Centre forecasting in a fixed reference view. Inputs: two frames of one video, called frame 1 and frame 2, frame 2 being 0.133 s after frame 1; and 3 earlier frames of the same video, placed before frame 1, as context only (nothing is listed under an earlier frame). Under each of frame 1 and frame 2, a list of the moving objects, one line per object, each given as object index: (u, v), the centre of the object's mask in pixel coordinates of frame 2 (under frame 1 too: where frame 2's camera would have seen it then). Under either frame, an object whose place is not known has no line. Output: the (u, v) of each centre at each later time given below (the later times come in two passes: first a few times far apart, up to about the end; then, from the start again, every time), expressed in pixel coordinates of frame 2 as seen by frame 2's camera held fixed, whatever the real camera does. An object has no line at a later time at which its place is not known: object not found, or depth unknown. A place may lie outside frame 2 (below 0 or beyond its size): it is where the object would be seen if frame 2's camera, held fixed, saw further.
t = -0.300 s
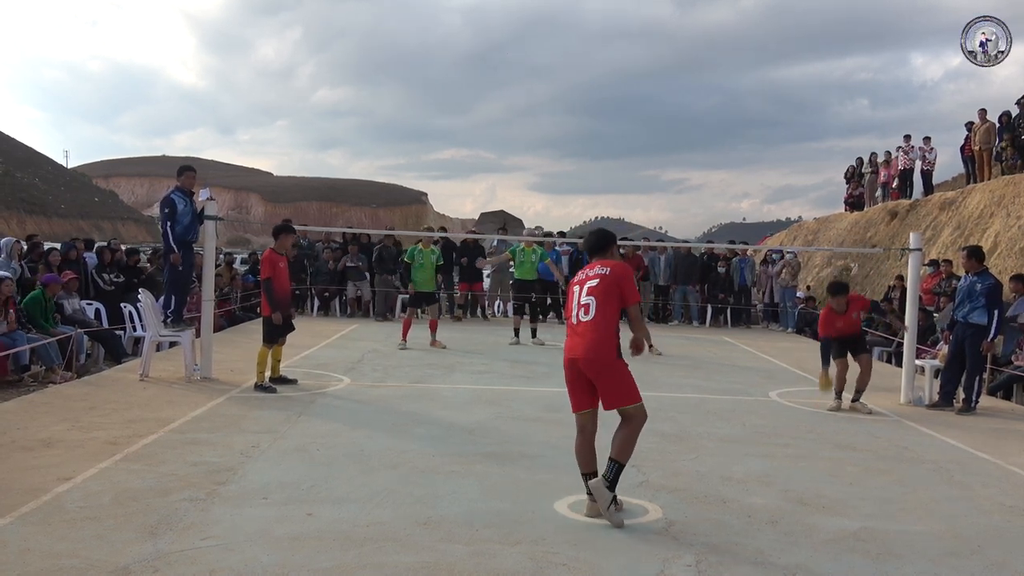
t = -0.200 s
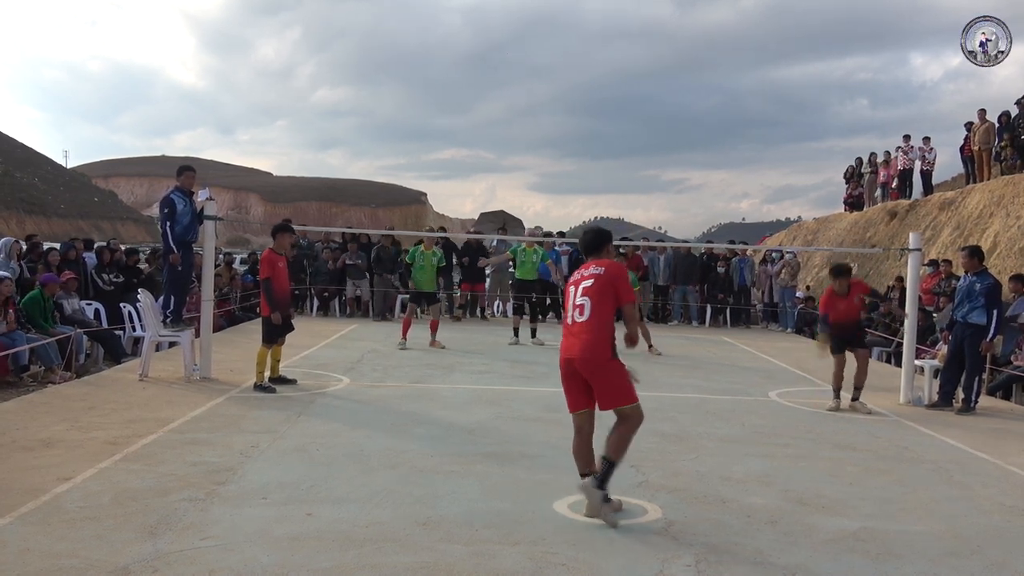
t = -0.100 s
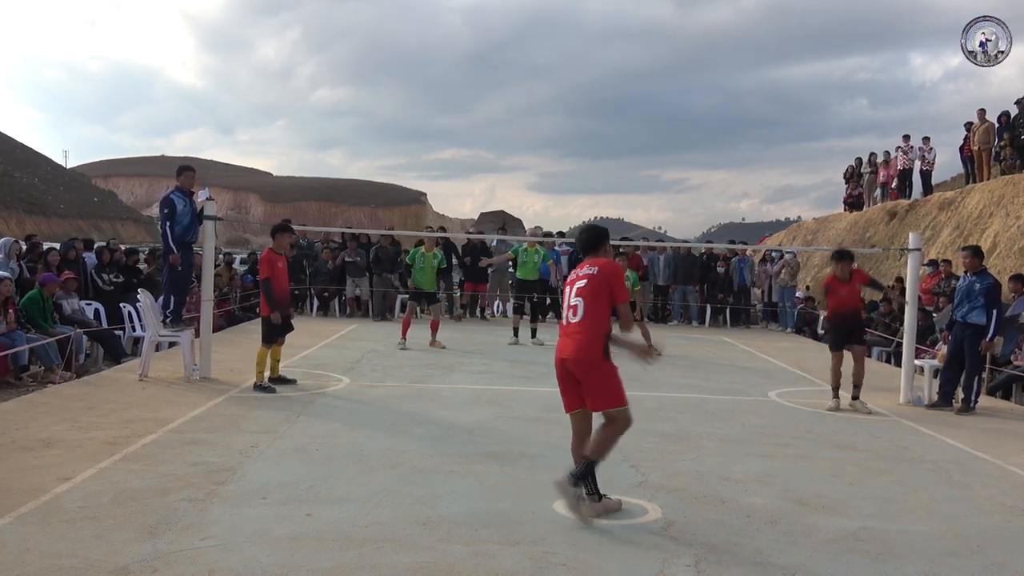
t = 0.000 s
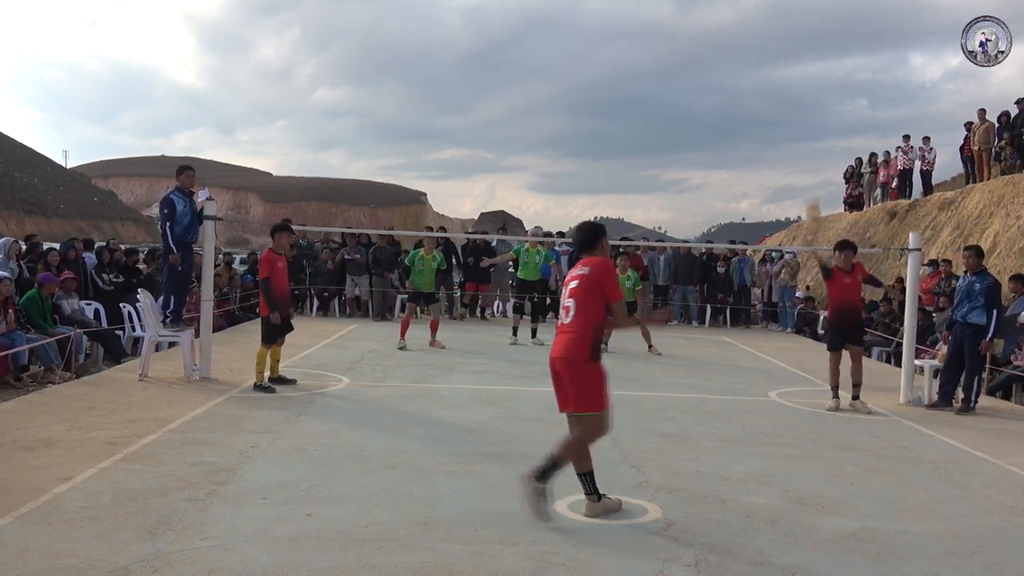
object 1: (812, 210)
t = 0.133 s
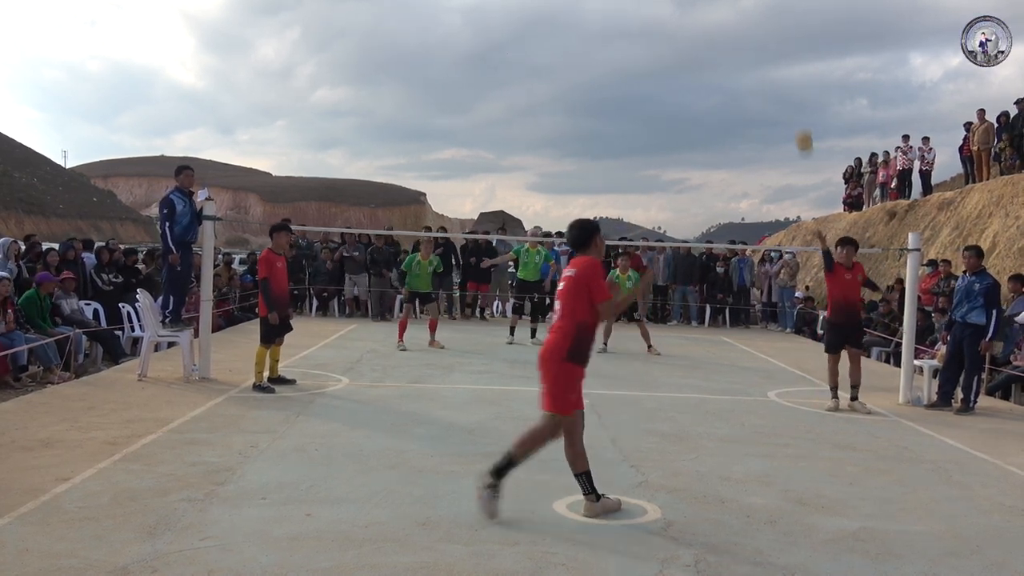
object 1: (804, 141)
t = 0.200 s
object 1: (799, 112)
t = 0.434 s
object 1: (777, 49)
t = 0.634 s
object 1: (753, 52)
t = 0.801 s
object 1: (726, 104)
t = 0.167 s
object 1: (802, 127)
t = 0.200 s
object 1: (799, 112)
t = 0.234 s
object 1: (797, 100)
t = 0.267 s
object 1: (794, 88)
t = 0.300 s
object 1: (790, 79)
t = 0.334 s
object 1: (788, 69)
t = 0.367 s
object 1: (784, 61)
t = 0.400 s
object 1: (781, 54)
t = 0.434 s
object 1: (777, 49)
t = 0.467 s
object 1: (774, 45)
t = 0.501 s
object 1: (770, 43)
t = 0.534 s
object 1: (766, 43)
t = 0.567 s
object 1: (762, 44)
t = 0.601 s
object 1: (757, 47)
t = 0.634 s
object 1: (753, 52)
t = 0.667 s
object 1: (748, 58)
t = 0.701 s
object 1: (743, 66)
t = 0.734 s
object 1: (738, 77)
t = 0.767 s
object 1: (732, 89)
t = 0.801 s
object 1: (726, 104)
